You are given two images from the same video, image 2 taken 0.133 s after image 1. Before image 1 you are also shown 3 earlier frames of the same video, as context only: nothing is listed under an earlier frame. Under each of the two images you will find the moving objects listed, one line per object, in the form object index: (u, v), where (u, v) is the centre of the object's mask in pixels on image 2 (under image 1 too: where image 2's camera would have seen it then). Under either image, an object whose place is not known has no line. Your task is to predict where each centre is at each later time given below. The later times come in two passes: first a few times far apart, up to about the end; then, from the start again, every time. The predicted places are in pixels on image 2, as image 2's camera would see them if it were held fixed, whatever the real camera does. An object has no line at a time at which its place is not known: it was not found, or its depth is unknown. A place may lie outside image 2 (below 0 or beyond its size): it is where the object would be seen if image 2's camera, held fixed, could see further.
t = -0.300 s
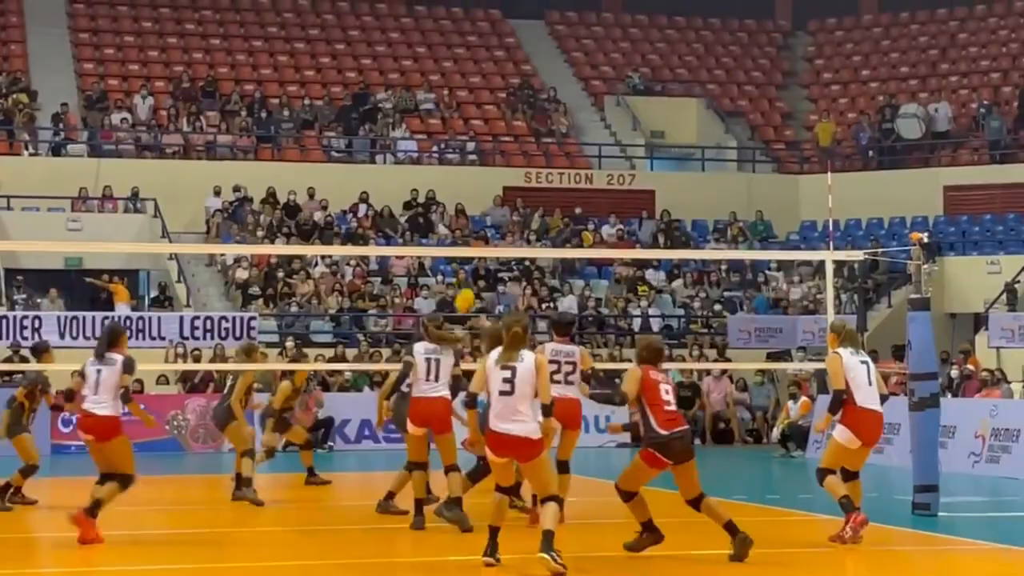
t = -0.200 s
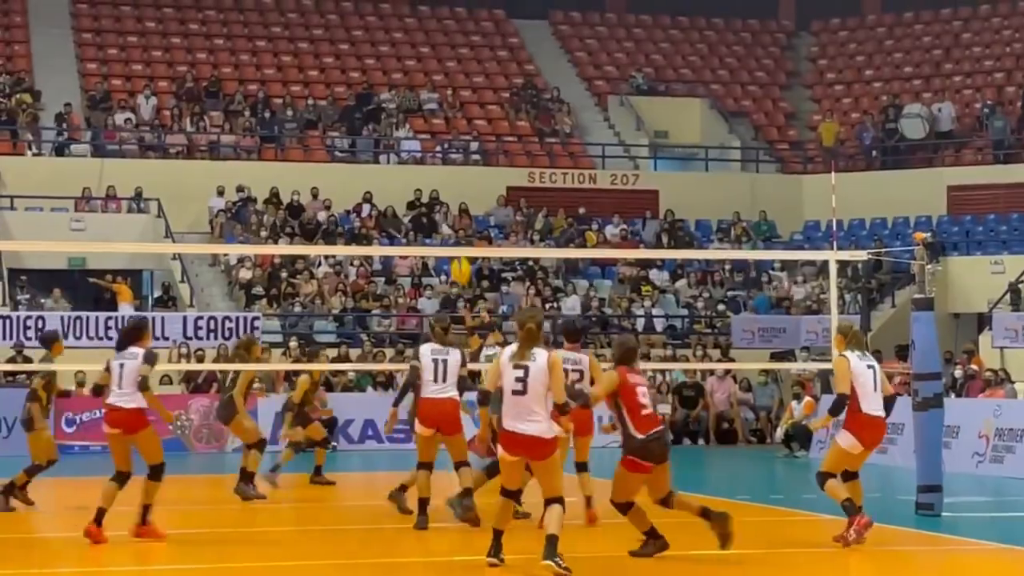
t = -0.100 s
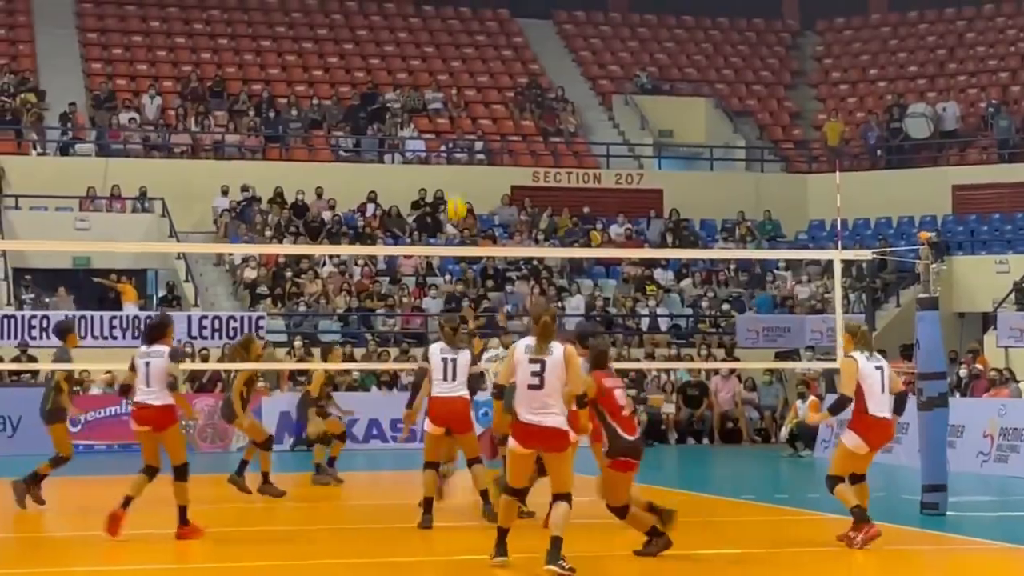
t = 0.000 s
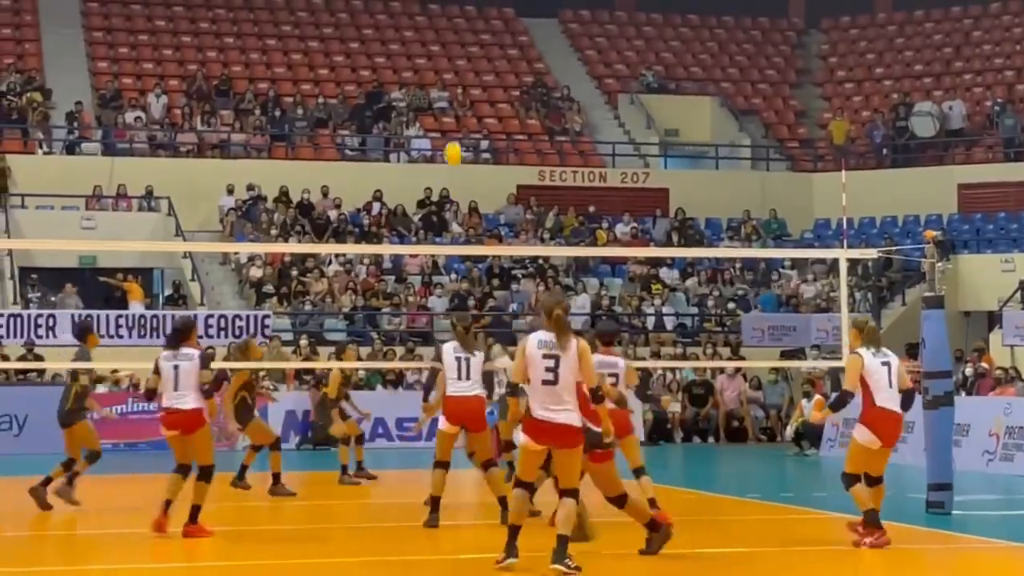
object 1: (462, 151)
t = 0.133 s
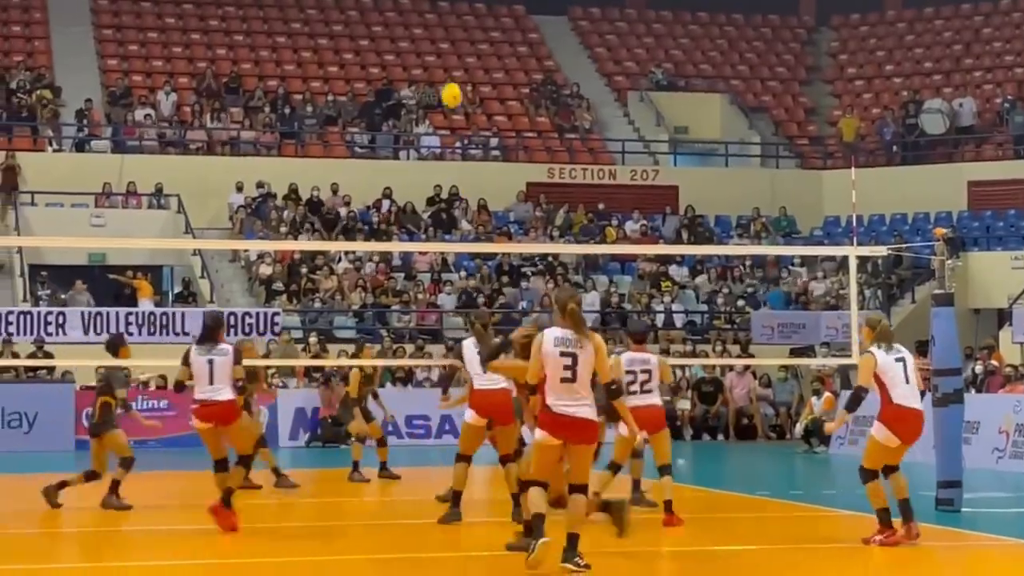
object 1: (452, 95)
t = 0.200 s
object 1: (446, 73)
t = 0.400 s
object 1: (431, 31)
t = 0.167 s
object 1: (449, 84)
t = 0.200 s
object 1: (446, 73)
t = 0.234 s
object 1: (444, 64)
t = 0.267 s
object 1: (442, 55)
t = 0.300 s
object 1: (439, 48)
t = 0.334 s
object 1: (436, 41)
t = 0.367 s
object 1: (433, 36)
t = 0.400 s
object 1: (431, 31)
